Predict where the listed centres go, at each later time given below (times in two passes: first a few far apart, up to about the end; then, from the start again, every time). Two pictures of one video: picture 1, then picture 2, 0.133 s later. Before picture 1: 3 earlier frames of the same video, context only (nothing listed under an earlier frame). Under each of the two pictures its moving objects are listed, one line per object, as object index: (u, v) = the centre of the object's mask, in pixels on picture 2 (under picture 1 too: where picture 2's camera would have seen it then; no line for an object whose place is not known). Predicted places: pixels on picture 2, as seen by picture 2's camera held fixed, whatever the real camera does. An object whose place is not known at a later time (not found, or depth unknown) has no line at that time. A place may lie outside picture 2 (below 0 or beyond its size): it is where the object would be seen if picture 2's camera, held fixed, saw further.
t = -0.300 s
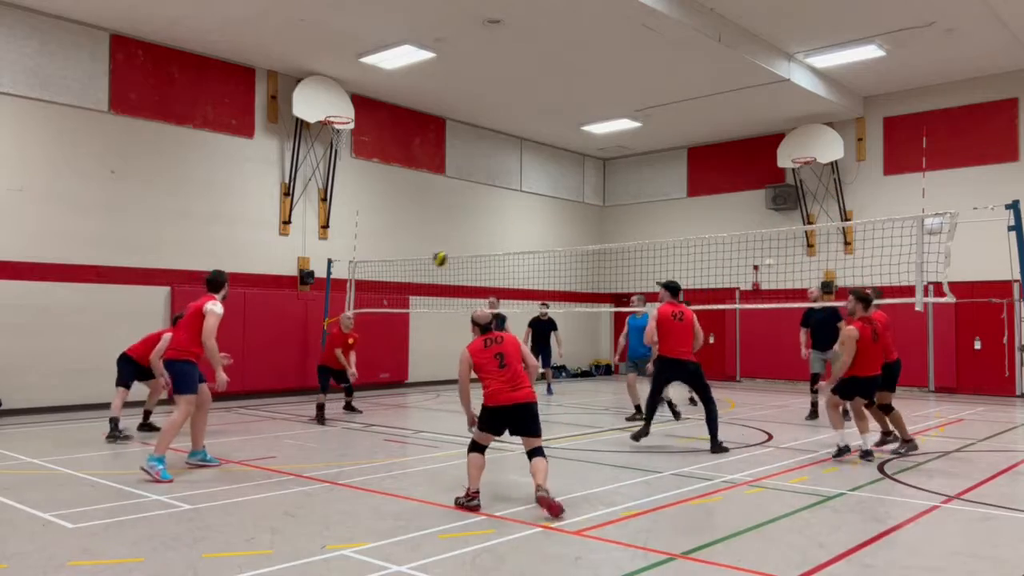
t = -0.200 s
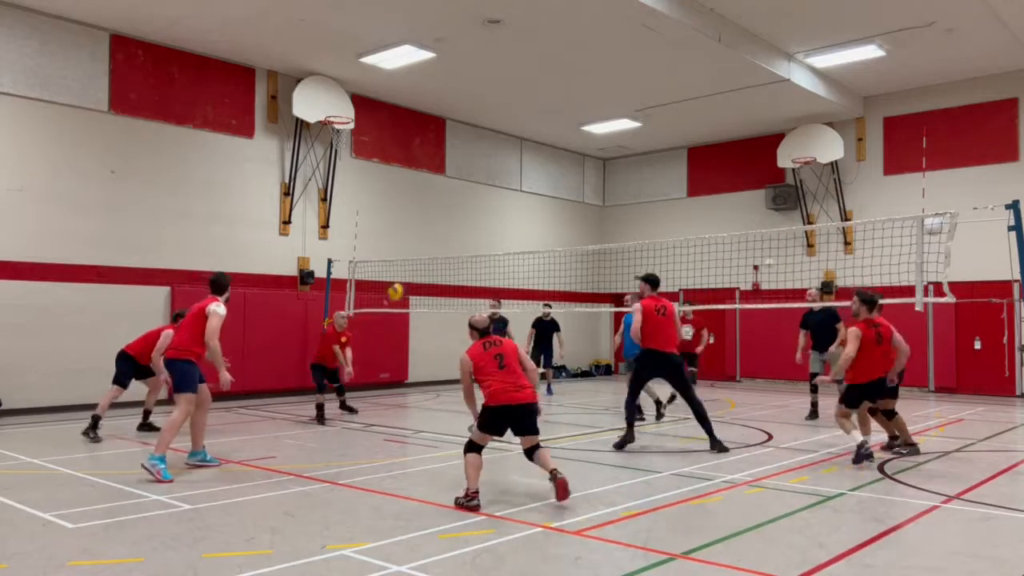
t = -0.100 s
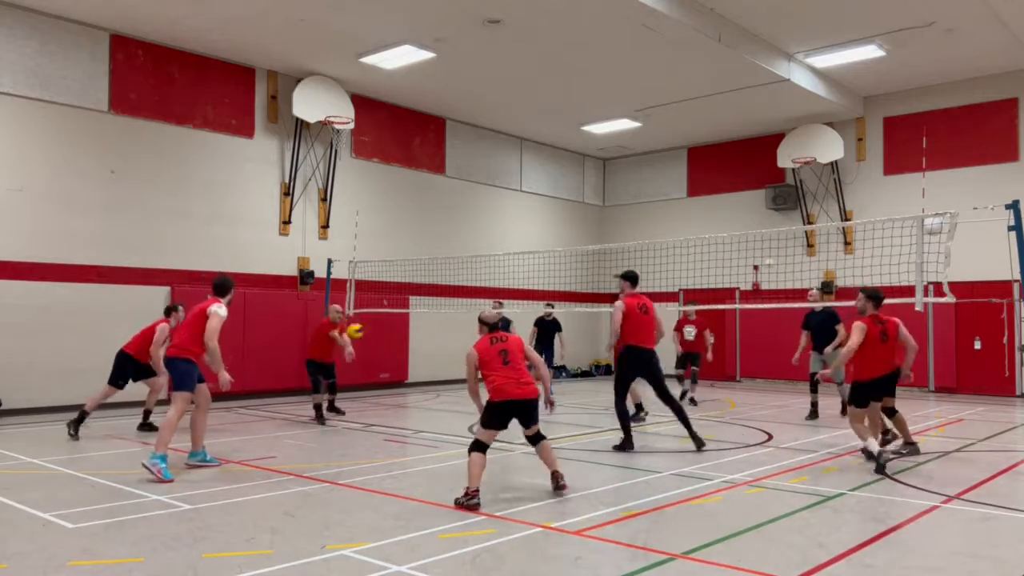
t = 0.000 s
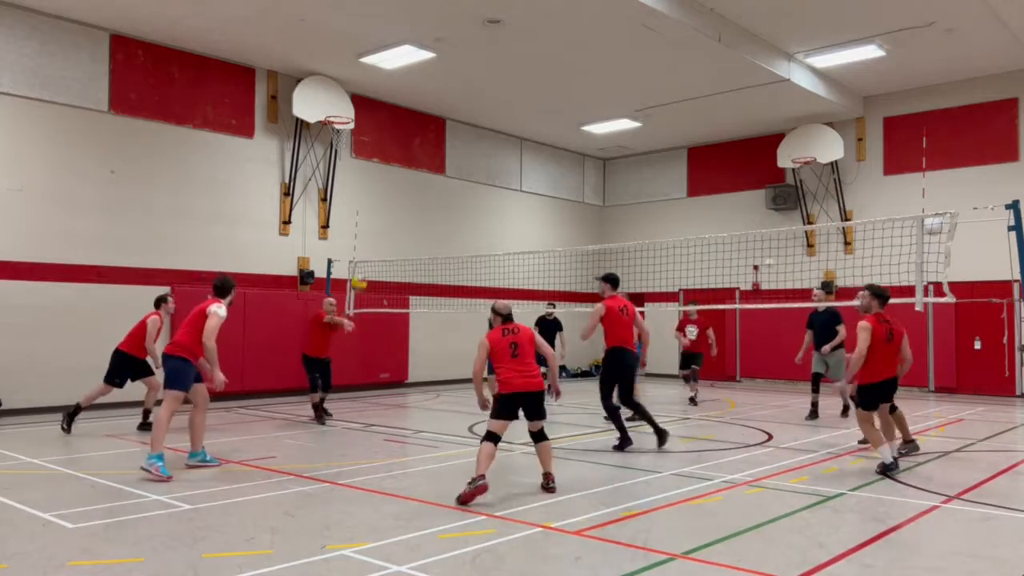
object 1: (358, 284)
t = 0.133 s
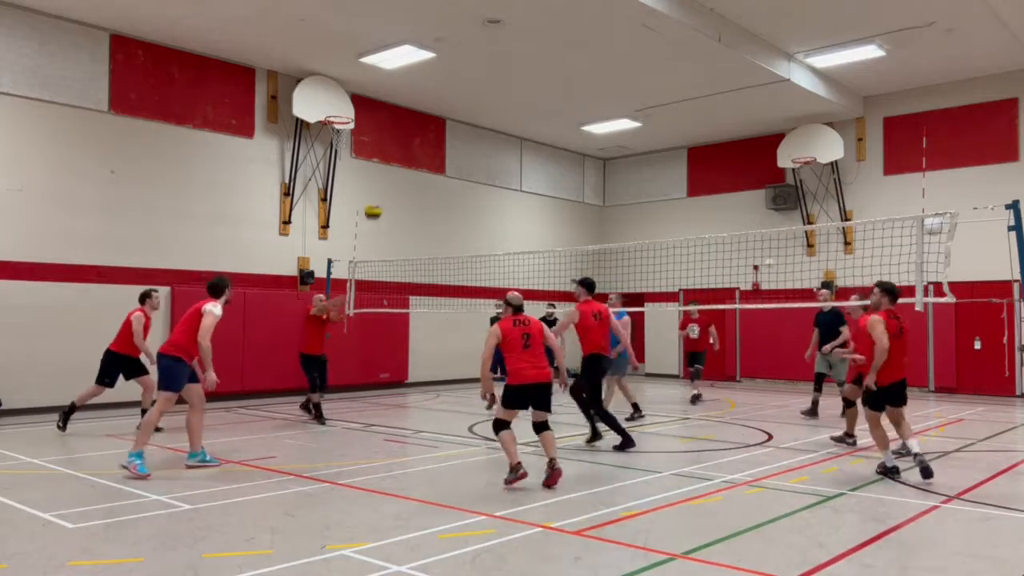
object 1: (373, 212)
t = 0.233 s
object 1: (384, 167)
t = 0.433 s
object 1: (406, 97)
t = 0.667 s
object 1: (433, 50)
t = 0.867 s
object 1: (457, 46)
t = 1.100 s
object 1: (486, 90)
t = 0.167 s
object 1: (376, 197)
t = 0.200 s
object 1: (379, 182)
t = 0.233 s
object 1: (384, 167)
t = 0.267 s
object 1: (387, 153)
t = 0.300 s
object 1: (391, 139)
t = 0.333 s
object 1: (395, 128)
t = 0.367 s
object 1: (399, 116)
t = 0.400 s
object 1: (402, 106)
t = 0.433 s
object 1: (406, 97)
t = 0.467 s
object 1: (410, 87)
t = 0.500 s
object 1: (413, 79)
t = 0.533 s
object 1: (417, 72)
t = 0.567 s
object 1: (422, 66)
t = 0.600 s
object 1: (426, 60)
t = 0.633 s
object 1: (430, 54)
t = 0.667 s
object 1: (433, 50)
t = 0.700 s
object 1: (437, 47)
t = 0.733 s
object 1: (441, 45)
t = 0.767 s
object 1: (444, 44)
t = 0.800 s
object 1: (449, 44)
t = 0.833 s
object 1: (452, 44)
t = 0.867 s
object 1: (457, 46)
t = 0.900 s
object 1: (461, 49)
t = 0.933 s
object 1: (465, 54)
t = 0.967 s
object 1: (469, 58)
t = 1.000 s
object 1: (473, 64)
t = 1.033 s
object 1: (478, 72)
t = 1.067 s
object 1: (482, 80)
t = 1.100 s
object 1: (486, 90)
